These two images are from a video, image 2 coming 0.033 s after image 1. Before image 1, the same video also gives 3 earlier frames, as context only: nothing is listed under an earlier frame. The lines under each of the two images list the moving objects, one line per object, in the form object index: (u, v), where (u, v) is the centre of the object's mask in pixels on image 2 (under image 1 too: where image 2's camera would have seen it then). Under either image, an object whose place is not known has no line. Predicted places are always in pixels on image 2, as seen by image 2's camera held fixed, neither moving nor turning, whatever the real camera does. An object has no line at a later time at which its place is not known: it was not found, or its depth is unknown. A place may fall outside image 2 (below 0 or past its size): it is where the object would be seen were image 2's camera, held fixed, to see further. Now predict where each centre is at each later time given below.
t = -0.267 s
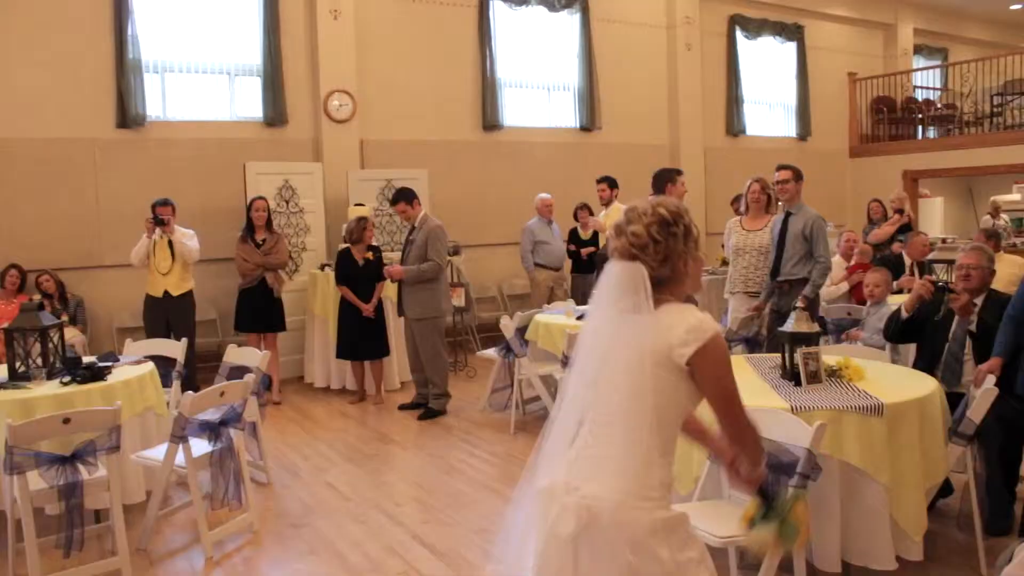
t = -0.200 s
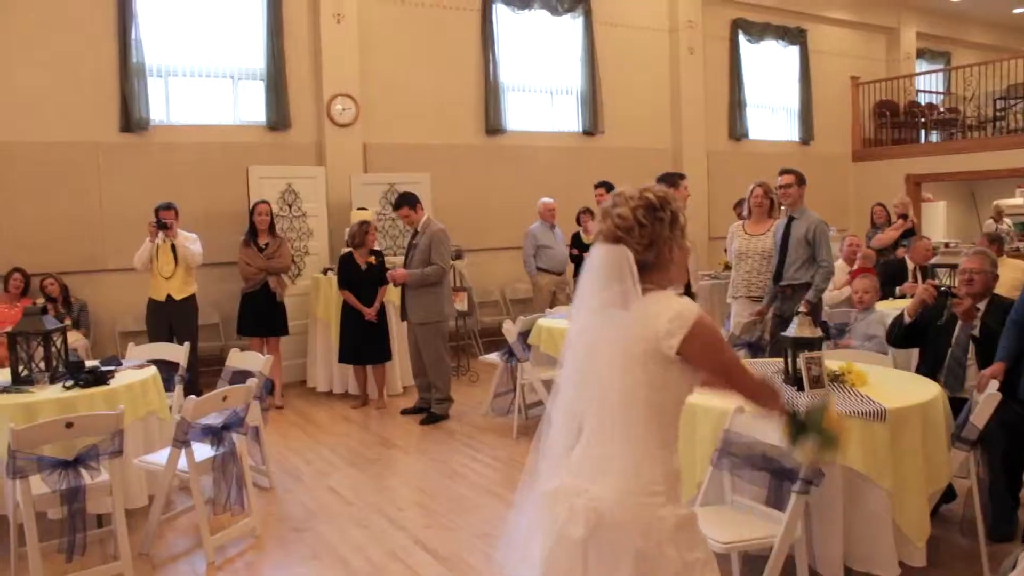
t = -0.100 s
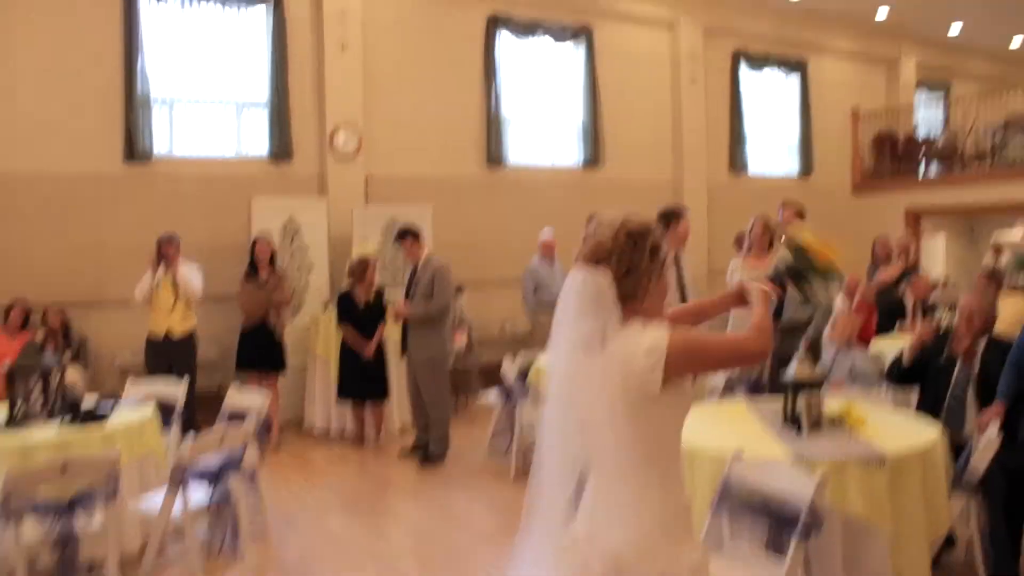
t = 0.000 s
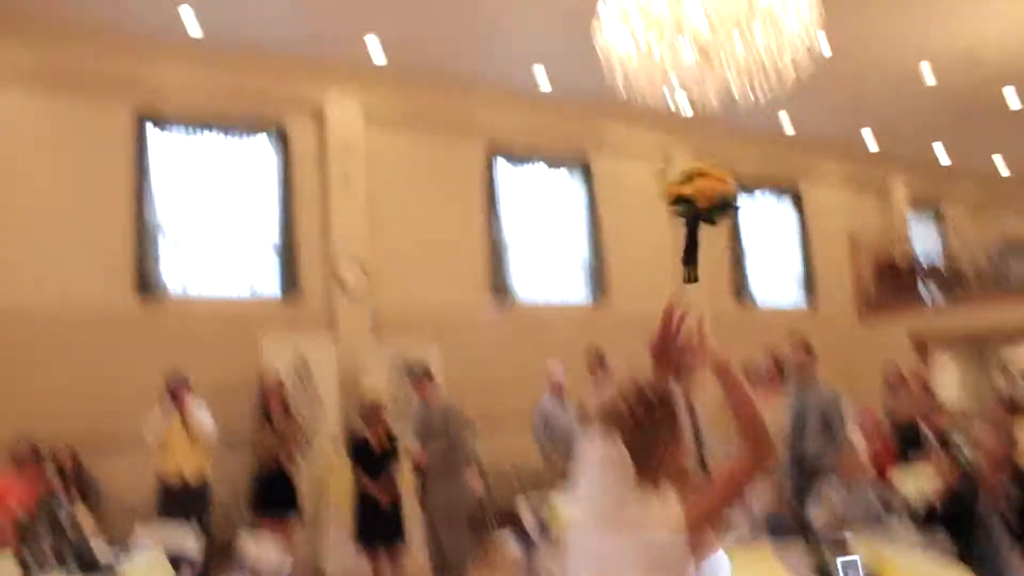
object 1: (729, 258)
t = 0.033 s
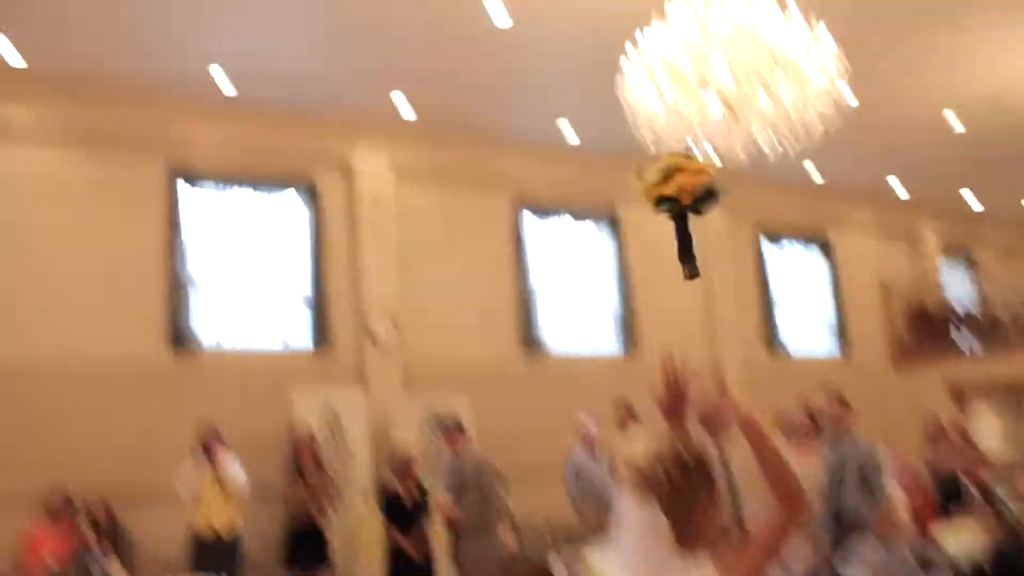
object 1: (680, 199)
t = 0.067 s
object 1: (633, 143)
